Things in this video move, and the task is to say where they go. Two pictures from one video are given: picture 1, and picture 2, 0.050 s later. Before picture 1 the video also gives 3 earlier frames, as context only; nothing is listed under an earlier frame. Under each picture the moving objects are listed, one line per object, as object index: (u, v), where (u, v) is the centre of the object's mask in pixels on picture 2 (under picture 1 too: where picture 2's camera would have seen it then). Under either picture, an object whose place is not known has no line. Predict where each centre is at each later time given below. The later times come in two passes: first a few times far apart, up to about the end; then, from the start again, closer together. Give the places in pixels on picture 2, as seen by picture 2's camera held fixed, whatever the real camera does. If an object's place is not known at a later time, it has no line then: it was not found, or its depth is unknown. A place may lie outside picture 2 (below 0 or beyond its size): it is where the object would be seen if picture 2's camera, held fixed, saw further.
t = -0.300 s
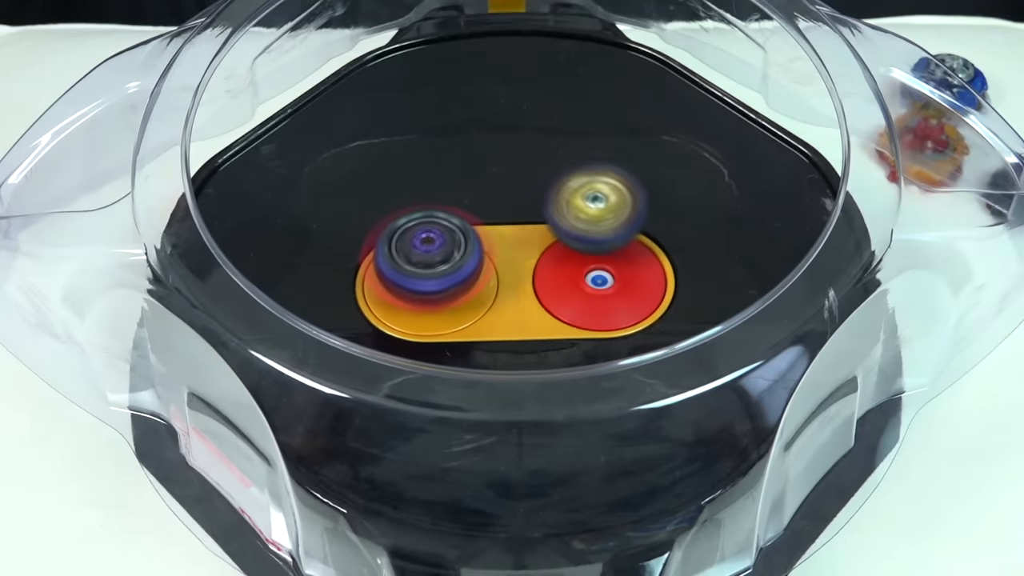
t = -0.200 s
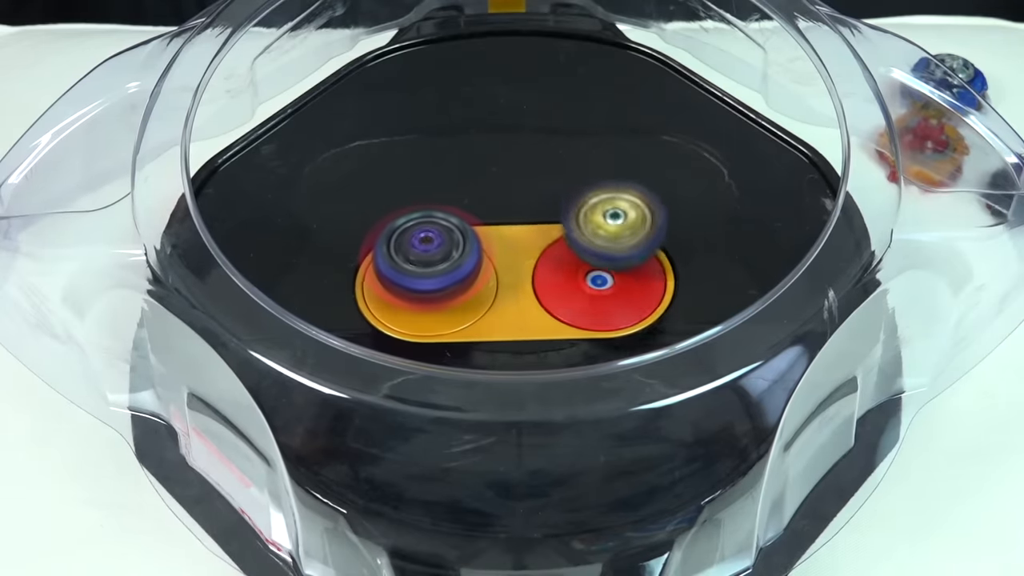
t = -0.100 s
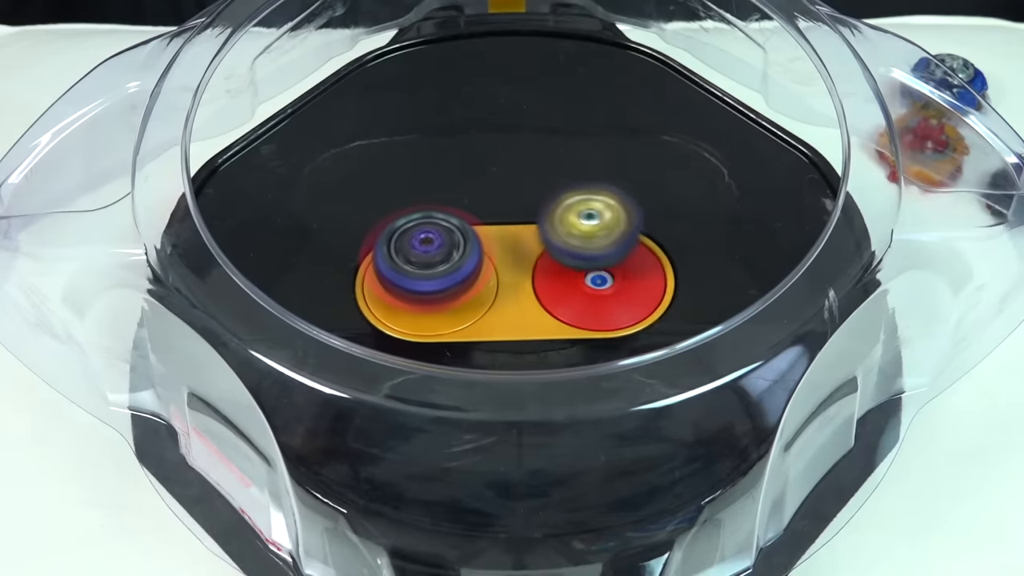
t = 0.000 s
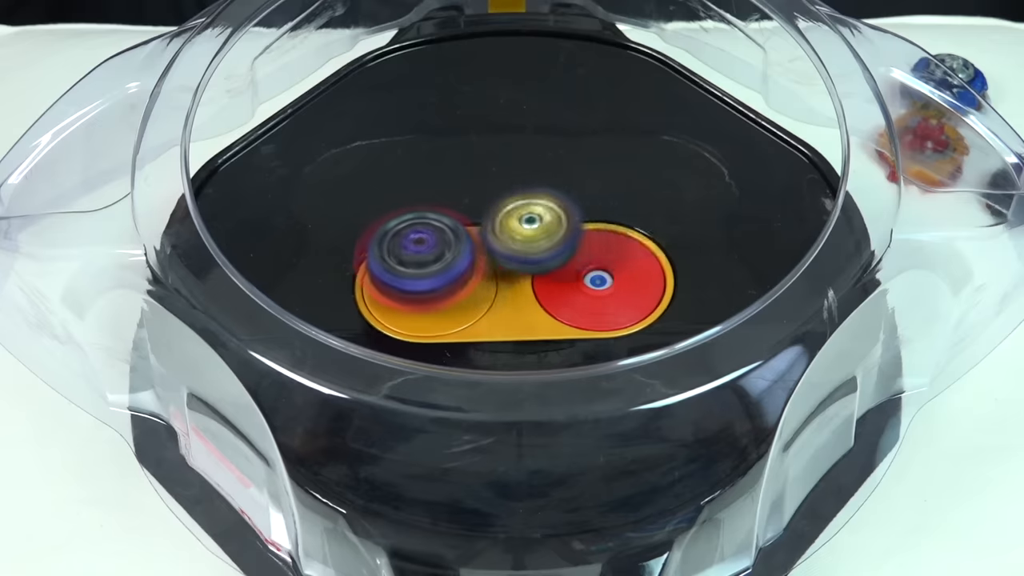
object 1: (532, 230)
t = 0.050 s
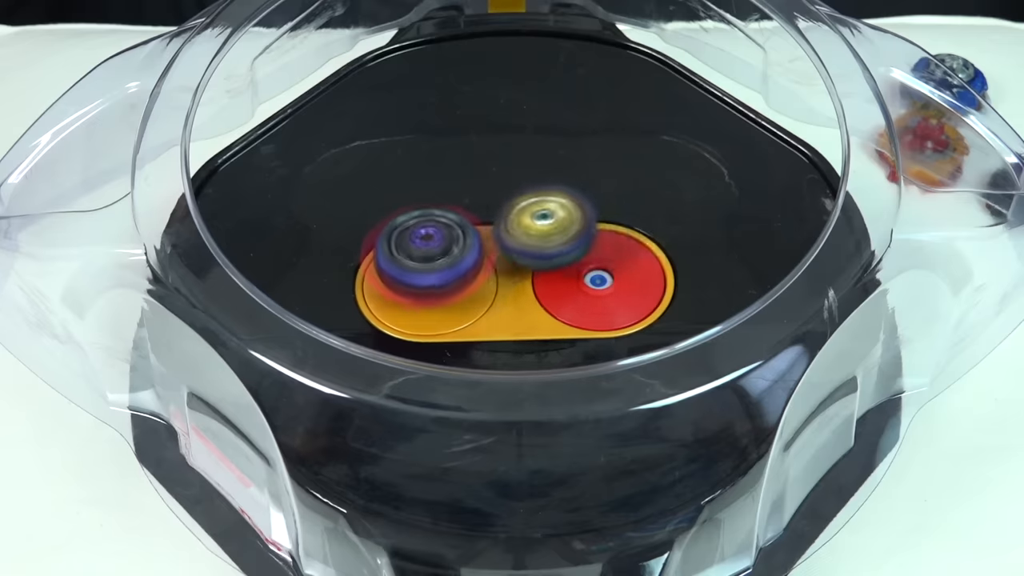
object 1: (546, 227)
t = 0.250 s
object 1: (564, 244)
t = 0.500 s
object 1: (536, 295)
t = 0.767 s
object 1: (655, 270)
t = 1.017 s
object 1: (690, 242)
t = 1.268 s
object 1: (597, 214)
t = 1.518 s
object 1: (508, 184)
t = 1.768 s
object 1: (513, 187)
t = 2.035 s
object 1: (539, 217)
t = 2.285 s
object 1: (559, 291)
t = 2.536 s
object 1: (524, 296)
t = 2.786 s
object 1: (544, 288)
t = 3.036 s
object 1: (556, 278)
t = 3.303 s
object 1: (647, 282)
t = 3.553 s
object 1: (650, 256)
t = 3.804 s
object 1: (553, 218)
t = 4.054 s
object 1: (652, 302)
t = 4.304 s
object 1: (640, 277)
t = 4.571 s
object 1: (601, 162)
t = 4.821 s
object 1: (629, 167)
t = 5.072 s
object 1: (614, 224)
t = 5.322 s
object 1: (616, 283)
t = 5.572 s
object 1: (664, 296)
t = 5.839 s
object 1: (622, 250)
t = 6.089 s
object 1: (634, 194)
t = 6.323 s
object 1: (611, 230)
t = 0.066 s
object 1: (554, 226)
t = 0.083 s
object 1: (561, 225)
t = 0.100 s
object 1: (567, 224)
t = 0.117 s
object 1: (573, 226)
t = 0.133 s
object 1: (577, 227)
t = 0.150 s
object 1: (580, 229)
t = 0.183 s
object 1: (582, 233)
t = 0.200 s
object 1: (579, 234)
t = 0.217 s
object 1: (574, 236)
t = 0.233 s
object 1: (569, 240)
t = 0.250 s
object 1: (564, 244)
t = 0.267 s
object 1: (558, 249)
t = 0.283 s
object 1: (553, 255)
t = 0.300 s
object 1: (549, 262)
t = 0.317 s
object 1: (546, 270)
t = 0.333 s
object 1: (546, 279)
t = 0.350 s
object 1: (546, 287)
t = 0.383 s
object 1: (548, 297)
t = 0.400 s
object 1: (548, 301)
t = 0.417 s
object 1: (548, 303)
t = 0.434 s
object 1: (546, 304)
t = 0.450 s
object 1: (545, 303)
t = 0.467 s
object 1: (542, 301)
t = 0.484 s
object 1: (539, 299)
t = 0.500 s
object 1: (536, 295)
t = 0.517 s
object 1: (534, 292)
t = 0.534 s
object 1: (535, 289)
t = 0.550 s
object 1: (537, 286)
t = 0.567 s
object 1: (540, 283)
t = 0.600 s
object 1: (551, 278)
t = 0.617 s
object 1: (557, 276)
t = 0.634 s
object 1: (564, 274)
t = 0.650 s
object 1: (571, 272)
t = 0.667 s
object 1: (579, 272)
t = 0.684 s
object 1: (588, 271)
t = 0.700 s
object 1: (600, 272)
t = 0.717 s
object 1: (612, 273)
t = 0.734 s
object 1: (625, 273)
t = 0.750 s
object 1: (640, 272)
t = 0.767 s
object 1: (655, 270)
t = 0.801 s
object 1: (677, 264)
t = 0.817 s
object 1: (683, 260)
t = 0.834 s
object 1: (688, 256)
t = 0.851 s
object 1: (692, 253)
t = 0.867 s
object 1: (696, 253)
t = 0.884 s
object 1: (698, 252)
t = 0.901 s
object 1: (699, 250)
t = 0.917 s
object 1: (700, 248)
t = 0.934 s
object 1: (699, 247)
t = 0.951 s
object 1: (699, 246)
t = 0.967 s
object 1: (697, 245)
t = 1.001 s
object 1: (692, 243)
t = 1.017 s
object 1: (690, 242)
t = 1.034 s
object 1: (686, 241)
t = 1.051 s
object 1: (682, 241)
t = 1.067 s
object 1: (678, 240)
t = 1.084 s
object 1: (674, 239)
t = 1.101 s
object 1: (669, 240)
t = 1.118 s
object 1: (663, 241)
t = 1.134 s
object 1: (657, 242)
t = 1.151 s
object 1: (651, 242)
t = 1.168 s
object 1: (644, 241)
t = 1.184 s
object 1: (638, 237)
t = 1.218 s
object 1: (624, 227)
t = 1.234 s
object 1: (615, 223)
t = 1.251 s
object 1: (607, 219)
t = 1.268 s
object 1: (597, 214)
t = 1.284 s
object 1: (585, 209)
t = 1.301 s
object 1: (573, 204)
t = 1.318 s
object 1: (562, 199)
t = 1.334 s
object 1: (553, 194)
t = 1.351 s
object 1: (545, 191)
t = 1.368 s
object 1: (537, 190)
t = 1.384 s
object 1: (530, 189)
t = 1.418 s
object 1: (520, 188)
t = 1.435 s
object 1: (516, 187)
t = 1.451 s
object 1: (513, 187)
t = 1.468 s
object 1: (510, 187)
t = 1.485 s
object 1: (509, 186)
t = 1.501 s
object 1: (508, 185)
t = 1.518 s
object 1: (508, 184)
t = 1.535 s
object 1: (508, 183)
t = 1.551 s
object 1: (509, 182)
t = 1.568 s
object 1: (509, 182)
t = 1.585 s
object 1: (510, 181)
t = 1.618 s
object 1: (510, 181)
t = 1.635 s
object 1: (511, 182)
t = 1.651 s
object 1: (511, 182)
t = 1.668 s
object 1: (511, 183)
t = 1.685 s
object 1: (511, 183)
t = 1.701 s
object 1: (511, 184)
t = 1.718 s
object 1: (511, 185)
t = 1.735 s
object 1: (511, 186)
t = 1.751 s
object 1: (512, 187)
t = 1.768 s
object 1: (513, 187)
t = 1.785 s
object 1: (514, 189)
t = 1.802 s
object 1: (515, 189)
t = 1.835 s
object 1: (517, 191)
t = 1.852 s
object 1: (519, 192)
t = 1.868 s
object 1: (520, 193)
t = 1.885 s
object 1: (522, 195)
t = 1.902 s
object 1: (526, 197)
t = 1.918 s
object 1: (529, 201)
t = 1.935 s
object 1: (532, 203)
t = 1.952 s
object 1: (534, 205)
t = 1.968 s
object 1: (536, 207)
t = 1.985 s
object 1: (537, 209)
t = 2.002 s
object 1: (538, 211)
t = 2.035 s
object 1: (539, 217)
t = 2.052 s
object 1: (539, 219)
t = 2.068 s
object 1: (540, 220)
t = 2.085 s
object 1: (541, 222)
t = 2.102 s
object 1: (543, 224)
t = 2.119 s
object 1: (545, 227)
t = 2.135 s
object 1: (545, 230)
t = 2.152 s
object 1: (547, 233)
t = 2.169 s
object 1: (547, 236)
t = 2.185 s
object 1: (548, 241)
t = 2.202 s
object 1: (549, 247)
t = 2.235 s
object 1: (552, 262)
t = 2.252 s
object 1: (553, 271)
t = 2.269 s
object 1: (556, 281)
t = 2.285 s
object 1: (559, 291)
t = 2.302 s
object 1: (563, 301)
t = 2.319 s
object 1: (566, 307)
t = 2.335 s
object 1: (567, 310)
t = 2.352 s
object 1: (567, 310)
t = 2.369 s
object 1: (567, 312)
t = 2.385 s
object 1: (565, 313)
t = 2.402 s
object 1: (562, 313)
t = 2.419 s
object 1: (557, 311)
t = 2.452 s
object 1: (545, 307)
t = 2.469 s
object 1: (538, 305)
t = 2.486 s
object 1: (531, 302)
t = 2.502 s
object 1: (525, 300)
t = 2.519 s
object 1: (523, 297)
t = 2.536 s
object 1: (524, 296)
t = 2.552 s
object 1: (529, 299)
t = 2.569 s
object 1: (534, 304)
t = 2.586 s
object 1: (539, 308)
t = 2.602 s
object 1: (542, 308)
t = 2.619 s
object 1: (544, 305)
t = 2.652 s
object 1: (546, 301)
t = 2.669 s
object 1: (547, 301)
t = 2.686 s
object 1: (547, 299)
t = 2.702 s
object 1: (546, 297)
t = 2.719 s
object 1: (546, 294)
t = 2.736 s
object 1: (546, 292)
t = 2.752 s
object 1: (546, 291)
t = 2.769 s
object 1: (545, 289)
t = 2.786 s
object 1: (544, 288)
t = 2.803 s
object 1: (544, 287)
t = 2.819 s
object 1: (543, 285)
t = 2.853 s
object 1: (543, 282)
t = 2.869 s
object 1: (543, 282)
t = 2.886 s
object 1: (544, 281)
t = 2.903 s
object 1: (545, 280)
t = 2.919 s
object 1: (547, 280)
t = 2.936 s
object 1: (548, 279)
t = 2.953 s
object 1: (548, 278)
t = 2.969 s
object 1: (549, 277)
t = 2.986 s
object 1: (550, 276)
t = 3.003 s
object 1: (551, 276)
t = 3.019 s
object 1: (553, 277)
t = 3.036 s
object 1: (556, 278)
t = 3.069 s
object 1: (564, 285)
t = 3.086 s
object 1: (569, 288)
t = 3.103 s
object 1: (574, 293)
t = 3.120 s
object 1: (580, 295)
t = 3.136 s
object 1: (585, 296)
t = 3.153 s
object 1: (589, 296)
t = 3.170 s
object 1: (593, 296)
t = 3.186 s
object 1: (597, 295)
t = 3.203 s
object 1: (600, 294)
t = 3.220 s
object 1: (605, 294)
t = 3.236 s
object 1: (611, 292)
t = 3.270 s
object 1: (627, 286)
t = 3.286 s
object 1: (637, 284)
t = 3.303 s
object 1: (647, 282)
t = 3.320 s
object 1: (658, 279)
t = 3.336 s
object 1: (667, 276)
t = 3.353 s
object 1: (673, 271)
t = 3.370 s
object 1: (677, 266)
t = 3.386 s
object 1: (680, 262)
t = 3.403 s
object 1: (681, 260)
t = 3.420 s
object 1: (681, 259)
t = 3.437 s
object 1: (679, 257)
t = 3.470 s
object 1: (674, 256)
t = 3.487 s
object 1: (670, 256)
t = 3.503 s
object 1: (666, 257)
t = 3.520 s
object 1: (661, 258)
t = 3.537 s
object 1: (655, 258)
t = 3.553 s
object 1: (650, 256)
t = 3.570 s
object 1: (646, 253)
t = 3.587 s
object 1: (642, 248)
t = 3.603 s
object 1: (638, 243)
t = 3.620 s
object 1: (634, 238)
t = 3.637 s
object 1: (629, 232)
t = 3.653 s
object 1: (623, 225)
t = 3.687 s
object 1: (608, 209)
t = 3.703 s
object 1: (600, 201)
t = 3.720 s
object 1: (591, 198)
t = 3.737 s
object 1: (584, 199)
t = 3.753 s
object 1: (578, 203)
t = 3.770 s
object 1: (571, 208)
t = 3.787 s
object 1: (562, 213)
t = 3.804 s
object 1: (553, 218)
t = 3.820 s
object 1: (542, 222)
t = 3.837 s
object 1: (534, 225)
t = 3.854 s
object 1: (533, 228)
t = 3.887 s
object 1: (544, 238)
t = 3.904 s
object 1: (554, 243)
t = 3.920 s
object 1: (563, 248)
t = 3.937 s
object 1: (573, 254)
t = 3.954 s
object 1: (584, 262)
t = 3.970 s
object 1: (592, 271)
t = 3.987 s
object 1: (606, 282)
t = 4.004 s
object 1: (618, 289)
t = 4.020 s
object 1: (633, 298)
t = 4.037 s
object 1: (644, 302)
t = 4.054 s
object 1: (652, 302)
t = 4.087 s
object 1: (662, 301)
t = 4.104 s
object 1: (666, 302)
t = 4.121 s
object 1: (668, 302)
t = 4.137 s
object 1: (668, 301)
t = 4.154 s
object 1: (669, 300)
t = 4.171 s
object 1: (669, 298)
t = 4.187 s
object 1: (666, 297)
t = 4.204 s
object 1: (664, 294)
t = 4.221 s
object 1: (661, 292)
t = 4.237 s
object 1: (659, 289)
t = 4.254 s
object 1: (655, 286)
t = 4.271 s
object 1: (650, 283)
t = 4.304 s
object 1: (640, 277)
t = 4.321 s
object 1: (636, 273)
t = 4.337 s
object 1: (633, 267)
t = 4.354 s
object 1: (631, 258)
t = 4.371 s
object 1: (629, 250)
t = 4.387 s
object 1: (629, 243)
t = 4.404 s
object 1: (627, 235)
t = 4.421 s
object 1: (625, 227)
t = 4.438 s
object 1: (622, 218)
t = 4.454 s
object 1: (618, 207)
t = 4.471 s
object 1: (612, 198)
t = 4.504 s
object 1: (605, 181)
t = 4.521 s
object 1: (603, 175)
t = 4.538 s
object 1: (602, 170)
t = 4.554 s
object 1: (601, 166)
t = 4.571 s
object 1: (601, 162)
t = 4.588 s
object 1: (603, 158)
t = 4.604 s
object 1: (605, 155)
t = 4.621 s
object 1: (607, 154)
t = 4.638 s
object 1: (609, 153)
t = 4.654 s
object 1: (612, 153)
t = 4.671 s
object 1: (614, 152)
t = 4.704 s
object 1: (619, 152)
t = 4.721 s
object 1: (621, 154)
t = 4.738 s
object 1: (623, 155)
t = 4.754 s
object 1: (624, 157)
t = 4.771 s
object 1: (626, 159)
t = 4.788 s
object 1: (627, 162)
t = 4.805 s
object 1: (628, 164)
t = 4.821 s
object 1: (629, 167)
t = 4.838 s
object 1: (630, 170)
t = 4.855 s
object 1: (631, 173)
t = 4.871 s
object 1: (631, 177)
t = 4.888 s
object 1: (631, 180)
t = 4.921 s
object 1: (631, 186)
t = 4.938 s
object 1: (631, 190)
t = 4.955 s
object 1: (630, 194)
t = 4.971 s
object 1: (629, 198)
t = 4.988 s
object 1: (628, 203)
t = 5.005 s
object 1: (626, 207)
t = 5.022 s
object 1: (625, 212)
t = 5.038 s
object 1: (622, 218)
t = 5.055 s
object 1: (619, 222)
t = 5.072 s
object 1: (614, 224)
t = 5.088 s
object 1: (608, 225)
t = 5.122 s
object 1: (594, 228)
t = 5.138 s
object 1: (585, 231)
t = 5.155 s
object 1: (574, 233)
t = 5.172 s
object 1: (563, 237)
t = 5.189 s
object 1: (550, 240)
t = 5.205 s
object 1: (539, 245)
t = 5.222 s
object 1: (542, 249)
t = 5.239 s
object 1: (553, 253)
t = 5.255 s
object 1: (564, 258)
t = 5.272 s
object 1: (575, 263)
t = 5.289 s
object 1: (587, 270)
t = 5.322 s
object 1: (616, 283)
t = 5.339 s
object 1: (634, 289)
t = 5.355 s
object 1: (649, 295)
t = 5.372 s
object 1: (661, 297)
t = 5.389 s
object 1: (669, 296)
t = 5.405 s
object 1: (675, 294)
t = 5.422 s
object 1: (681, 293)
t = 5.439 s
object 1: (684, 294)
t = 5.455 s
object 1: (685, 295)
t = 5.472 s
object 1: (685, 295)
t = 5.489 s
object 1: (683, 295)
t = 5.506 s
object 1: (680, 295)
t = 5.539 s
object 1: (674, 296)
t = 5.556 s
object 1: (669, 296)
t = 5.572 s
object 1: (664, 296)
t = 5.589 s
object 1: (658, 295)
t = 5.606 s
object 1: (653, 293)
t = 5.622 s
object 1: (645, 292)
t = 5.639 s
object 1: (640, 292)
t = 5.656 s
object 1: (633, 291)
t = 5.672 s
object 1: (624, 288)
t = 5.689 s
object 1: (619, 286)
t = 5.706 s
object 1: (613, 281)
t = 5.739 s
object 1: (610, 273)
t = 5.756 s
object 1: (609, 269)
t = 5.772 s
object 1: (608, 267)
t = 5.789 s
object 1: (610, 264)
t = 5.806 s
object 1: (614, 259)
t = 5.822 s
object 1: (618, 255)
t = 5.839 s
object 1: (622, 250)
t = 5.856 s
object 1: (625, 247)
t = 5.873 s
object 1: (627, 243)
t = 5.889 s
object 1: (630, 235)
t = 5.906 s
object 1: (633, 226)
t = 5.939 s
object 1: (634, 210)
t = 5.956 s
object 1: (632, 203)
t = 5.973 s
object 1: (631, 197)
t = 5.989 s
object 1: (630, 192)
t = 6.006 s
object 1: (630, 189)
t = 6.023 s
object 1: (631, 188)
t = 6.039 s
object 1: (632, 190)
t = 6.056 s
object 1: (632, 191)
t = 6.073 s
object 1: (633, 192)
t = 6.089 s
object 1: (634, 194)
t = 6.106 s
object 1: (635, 197)
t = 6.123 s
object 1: (637, 202)
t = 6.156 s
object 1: (639, 212)
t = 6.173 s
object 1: (638, 219)
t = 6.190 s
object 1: (638, 224)
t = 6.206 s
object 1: (638, 228)
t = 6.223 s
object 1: (637, 229)
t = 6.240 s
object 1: (634, 230)
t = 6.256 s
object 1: (631, 231)
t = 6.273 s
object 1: (627, 232)
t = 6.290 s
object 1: (623, 233)
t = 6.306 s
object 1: (617, 232)
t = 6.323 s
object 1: (611, 230)
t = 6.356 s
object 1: (596, 224)
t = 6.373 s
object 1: (587, 221)
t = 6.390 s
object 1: (578, 218)
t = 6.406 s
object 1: (567, 217)
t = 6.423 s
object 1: (554, 216)
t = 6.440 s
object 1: (542, 215)
